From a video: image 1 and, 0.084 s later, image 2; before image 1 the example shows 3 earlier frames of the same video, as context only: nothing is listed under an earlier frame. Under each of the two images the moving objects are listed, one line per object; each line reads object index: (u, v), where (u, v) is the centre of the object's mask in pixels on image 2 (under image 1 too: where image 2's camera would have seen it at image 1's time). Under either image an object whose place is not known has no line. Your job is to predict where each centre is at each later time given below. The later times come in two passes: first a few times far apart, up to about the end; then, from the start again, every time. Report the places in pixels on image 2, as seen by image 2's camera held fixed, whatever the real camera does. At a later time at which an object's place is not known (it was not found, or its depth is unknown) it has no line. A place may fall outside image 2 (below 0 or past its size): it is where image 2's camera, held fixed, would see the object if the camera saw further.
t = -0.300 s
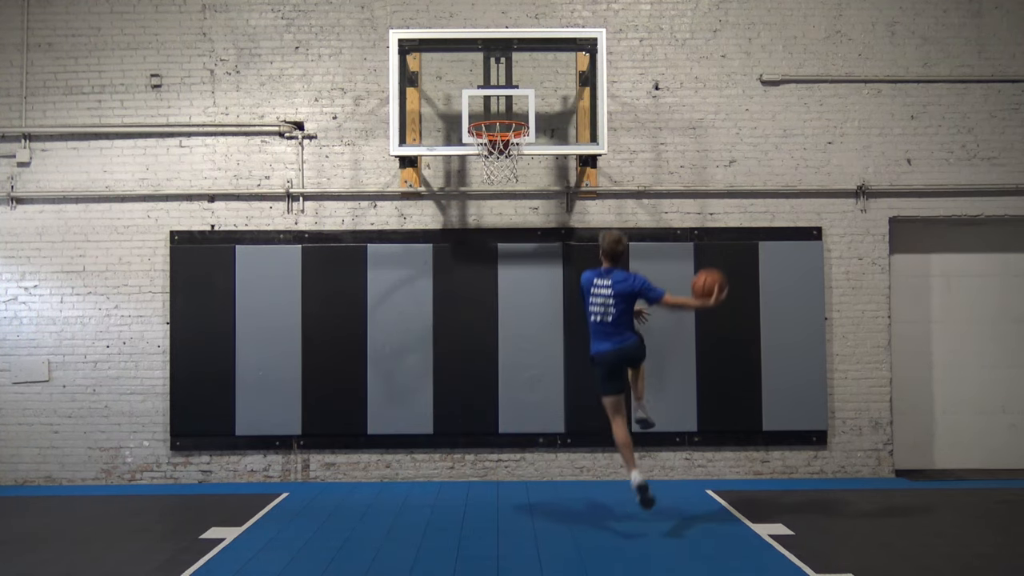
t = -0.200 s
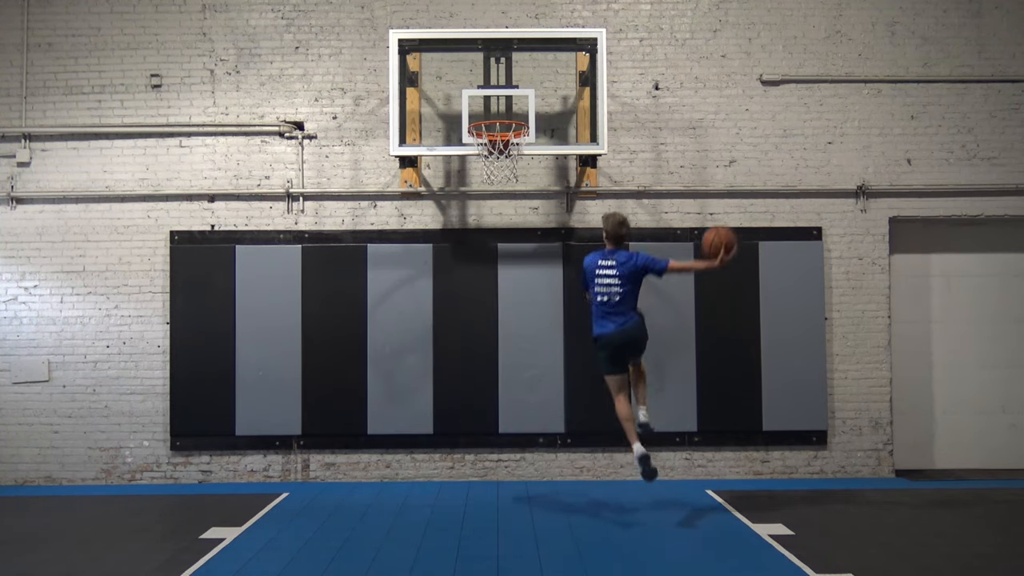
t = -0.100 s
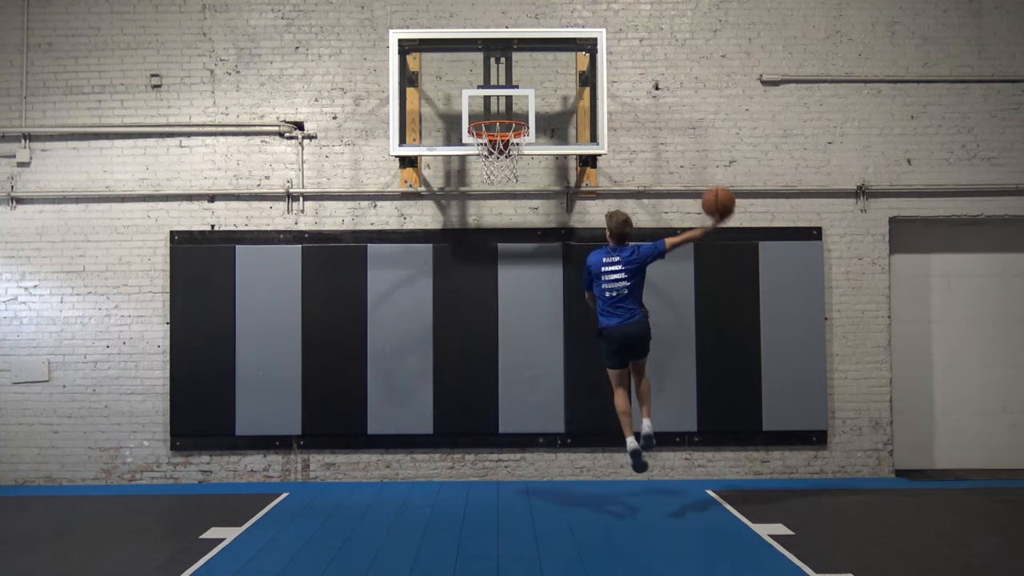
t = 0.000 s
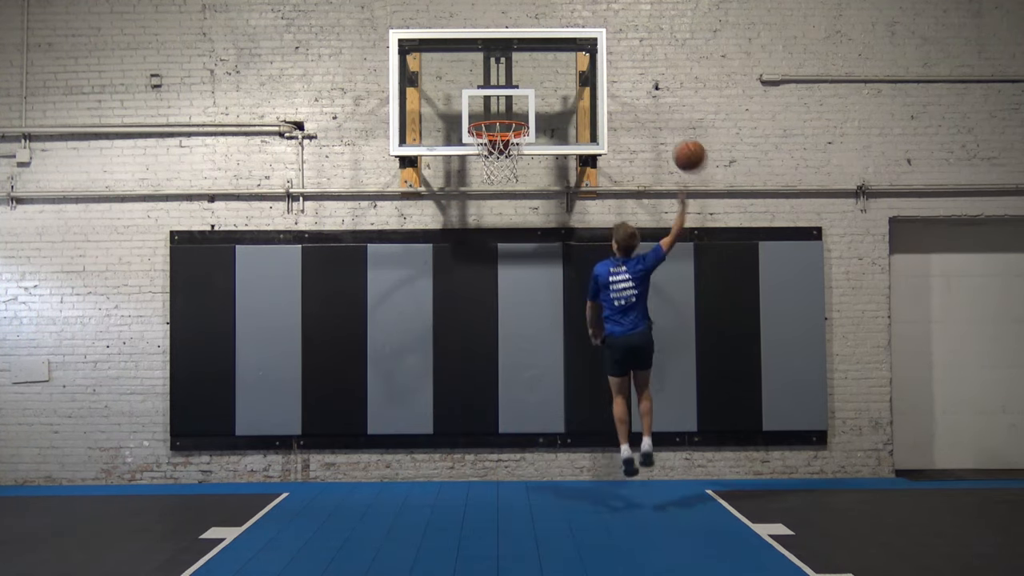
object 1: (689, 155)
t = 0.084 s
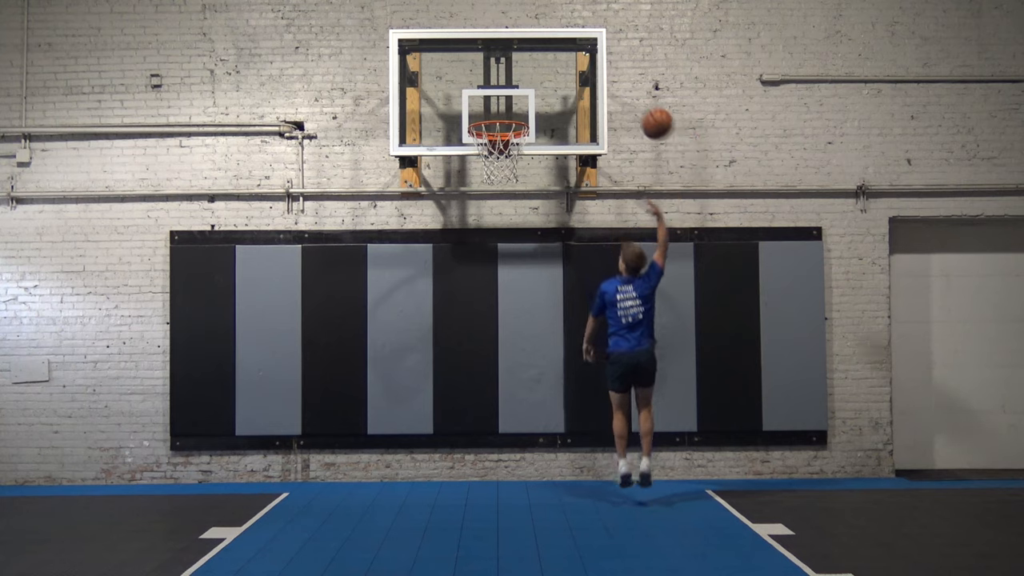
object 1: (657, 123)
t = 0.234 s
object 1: (602, 90)
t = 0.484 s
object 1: (533, 90)
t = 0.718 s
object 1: (498, 138)
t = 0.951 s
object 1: (494, 186)
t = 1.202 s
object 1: (496, 296)
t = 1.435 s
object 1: (497, 465)
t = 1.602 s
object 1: (505, 419)
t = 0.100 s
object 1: (650, 118)
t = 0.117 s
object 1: (644, 113)
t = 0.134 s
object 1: (638, 109)
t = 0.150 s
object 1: (632, 105)
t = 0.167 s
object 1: (626, 101)
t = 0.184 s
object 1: (620, 98)
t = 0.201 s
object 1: (615, 95)
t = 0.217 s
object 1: (609, 92)
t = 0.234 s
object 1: (602, 90)
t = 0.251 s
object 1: (597, 88)
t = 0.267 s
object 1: (591, 86)
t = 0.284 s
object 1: (586, 85)
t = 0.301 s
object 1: (581, 84)
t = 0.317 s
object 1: (575, 84)
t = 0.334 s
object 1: (569, 84)
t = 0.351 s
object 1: (564, 84)
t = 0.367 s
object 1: (558, 85)
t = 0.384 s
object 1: (553, 85)
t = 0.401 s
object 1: (548, 86)
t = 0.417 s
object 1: (543, 88)
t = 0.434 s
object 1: (540, 88)
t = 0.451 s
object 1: (538, 88)
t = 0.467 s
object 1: (536, 89)
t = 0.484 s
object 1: (533, 90)
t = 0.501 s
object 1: (530, 91)
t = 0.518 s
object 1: (528, 93)
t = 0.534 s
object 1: (526, 95)
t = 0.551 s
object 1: (523, 97)
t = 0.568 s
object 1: (520, 100)
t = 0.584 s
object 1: (517, 103)
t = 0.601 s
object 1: (515, 105)
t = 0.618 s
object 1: (513, 109)
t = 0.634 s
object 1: (511, 111)
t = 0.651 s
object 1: (508, 113)
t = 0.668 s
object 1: (506, 115)
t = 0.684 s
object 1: (505, 124)
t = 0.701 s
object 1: (499, 136)
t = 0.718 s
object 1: (498, 138)
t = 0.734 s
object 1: (496, 143)
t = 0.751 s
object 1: (494, 148)
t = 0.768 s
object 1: (494, 151)
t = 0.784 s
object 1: (494, 152)
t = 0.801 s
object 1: (493, 157)
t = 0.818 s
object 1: (494, 156)
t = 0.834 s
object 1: (494, 158)
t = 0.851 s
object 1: (494, 160)
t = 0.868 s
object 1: (494, 166)
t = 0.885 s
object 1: (494, 170)
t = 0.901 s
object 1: (494, 176)
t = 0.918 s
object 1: (494, 179)
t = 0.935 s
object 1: (494, 183)
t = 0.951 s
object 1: (494, 186)
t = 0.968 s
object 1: (494, 191)
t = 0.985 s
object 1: (494, 196)
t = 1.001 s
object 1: (494, 202)
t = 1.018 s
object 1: (494, 208)
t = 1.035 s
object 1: (495, 214)
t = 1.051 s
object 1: (495, 220)
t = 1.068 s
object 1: (495, 228)
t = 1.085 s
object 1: (495, 236)
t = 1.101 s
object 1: (495, 242)
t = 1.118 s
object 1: (494, 250)
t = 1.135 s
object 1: (495, 259)
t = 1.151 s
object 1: (495, 268)
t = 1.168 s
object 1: (495, 277)
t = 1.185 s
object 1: (495, 287)
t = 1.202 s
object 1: (496, 296)
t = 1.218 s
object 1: (496, 306)
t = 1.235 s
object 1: (496, 316)
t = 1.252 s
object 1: (496, 327)
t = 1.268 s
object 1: (495, 339)
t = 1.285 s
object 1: (495, 350)
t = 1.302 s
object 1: (496, 361)
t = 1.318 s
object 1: (496, 373)
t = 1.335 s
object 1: (496, 385)
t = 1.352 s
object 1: (496, 397)
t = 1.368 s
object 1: (496, 410)
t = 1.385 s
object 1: (496, 422)
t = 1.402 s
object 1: (497, 437)
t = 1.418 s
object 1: (497, 449)
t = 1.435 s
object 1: (497, 465)
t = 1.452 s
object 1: (498, 482)
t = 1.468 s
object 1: (498, 492)
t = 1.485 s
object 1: (499, 483)
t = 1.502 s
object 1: (499, 473)
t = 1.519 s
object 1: (501, 462)
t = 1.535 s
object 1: (501, 452)
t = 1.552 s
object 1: (502, 443)
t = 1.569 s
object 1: (503, 435)
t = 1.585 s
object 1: (504, 425)
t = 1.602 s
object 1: (505, 419)
